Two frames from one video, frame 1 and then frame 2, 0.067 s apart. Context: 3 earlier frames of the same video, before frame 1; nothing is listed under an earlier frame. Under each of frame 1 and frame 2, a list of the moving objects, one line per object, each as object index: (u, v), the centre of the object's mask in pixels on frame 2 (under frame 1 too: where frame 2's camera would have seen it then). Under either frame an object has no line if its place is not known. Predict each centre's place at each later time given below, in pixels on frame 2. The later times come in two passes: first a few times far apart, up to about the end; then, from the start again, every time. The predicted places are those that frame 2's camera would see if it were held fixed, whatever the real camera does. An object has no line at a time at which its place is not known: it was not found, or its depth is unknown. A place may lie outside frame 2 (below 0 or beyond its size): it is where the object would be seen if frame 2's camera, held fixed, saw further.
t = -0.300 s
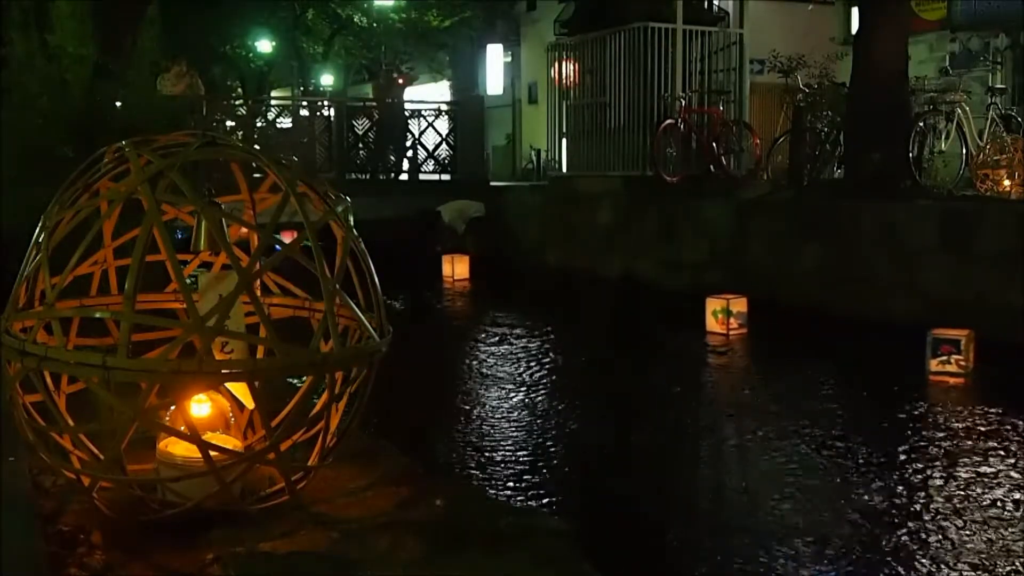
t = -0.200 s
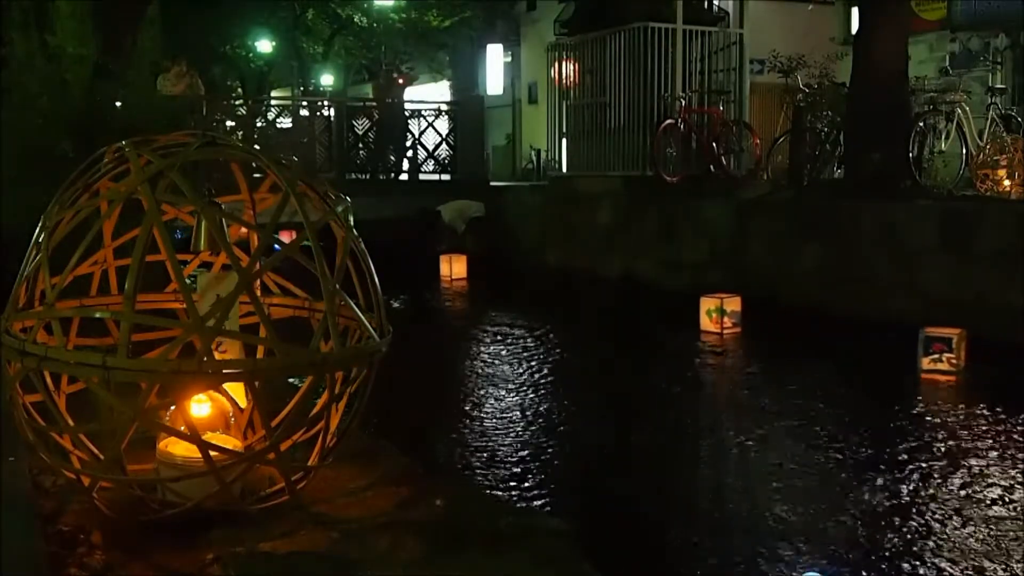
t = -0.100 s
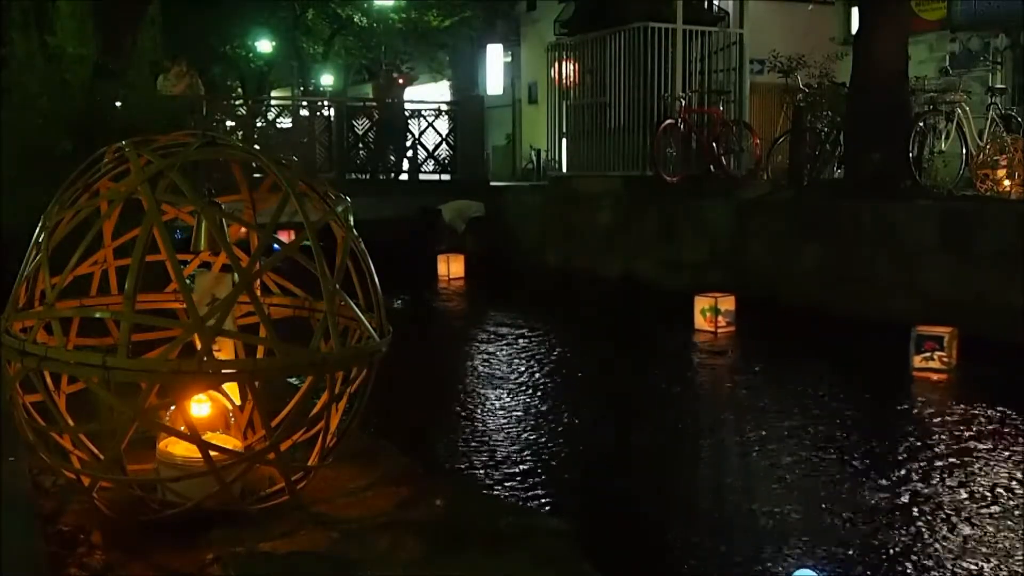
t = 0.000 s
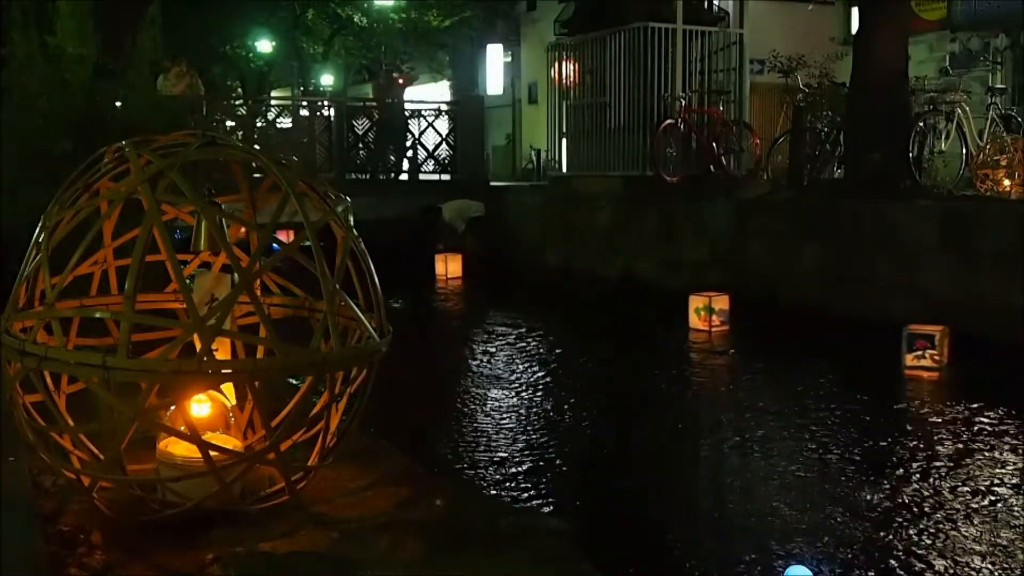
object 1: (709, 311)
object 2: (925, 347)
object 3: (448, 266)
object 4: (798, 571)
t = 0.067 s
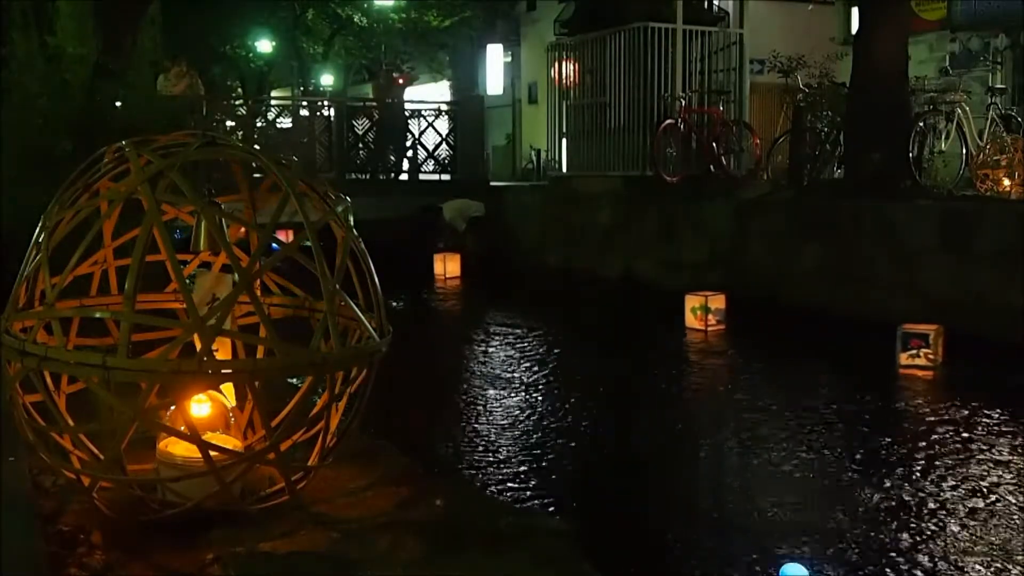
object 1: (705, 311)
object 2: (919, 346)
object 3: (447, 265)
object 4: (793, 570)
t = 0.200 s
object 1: (698, 309)
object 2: (909, 344)
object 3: (444, 265)
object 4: (784, 568)
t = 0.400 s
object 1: (687, 307)
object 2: (894, 341)
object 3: (439, 264)
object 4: (771, 564)
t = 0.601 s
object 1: (677, 306)
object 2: (880, 338)
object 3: (435, 263)
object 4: (759, 560)
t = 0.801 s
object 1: (666, 304)
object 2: (866, 335)
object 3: (430, 263)
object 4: (747, 556)
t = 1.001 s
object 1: (656, 302)
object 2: (852, 332)
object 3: (426, 262)
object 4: (736, 550)
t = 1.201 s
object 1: (646, 301)
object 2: (840, 330)
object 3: (422, 261)
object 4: (725, 544)
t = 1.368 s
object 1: (638, 300)
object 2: (829, 328)
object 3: (418, 261)
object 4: (715, 539)
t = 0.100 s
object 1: (703, 310)
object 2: (917, 346)
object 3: (446, 265)
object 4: (791, 569)
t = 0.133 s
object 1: (701, 310)
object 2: (914, 345)
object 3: (445, 265)
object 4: (789, 569)
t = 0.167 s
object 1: (700, 310)
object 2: (911, 344)
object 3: (445, 265)
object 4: (786, 568)
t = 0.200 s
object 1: (698, 309)
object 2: (909, 344)
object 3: (444, 265)
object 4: (784, 568)
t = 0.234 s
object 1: (696, 309)
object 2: (906, 343)
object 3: (443, 265)
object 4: (782, 567)
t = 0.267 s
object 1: (694, 309)
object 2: (904, 343)
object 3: (442, 265)
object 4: (780, 566)
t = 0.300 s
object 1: (692, 308)
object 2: (901, 343)
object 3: (442, 264)
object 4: (777, 566)
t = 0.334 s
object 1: (691, 308)
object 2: (899, 342)
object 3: (441, 264)
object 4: (775, 565)
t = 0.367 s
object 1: (689, 308)
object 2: (896, 342)
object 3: (440, 264)
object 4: (773, 564)
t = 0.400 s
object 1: (687, 307)
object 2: (894, 341)
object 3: (439, 264)
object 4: (771, 564)
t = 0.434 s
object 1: (685, 307)
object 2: (892, 341)
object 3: (439, 264)
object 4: (769, 563)
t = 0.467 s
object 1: (684, 307)
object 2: (889, 340)
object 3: (438, 264)
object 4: (767, 563)
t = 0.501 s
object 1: (682, 307)
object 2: (887, 340)
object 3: (437, 264)
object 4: (765, 562)
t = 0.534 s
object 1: (680, 306)
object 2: (884, 339)
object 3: (436, 264)
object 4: (763, 562)
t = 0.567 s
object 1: (678, 306)
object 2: (882, 339)
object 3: (435, 264)
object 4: (761, 561)
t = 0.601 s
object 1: (677, 306)
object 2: (880, 338)
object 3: (435, 263)
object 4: (759, 560)
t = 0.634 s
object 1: (675, 305)
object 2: (877, 337)
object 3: (434, 263)
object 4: (756, 560)
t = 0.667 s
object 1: (673, 305)
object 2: (875, 337)
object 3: (433, 263)
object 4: (755, 559)
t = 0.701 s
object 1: (672, 305)
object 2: (873, 337)
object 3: (432, 263)
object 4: (753, 558)
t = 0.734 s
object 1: (670, 305)
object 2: (870, 336)
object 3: (432, 263)
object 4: (751, 558)
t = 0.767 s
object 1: (668, 304)
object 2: (868, 336)
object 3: (431, 263)
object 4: (749, 557)
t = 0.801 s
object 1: (666, 304)
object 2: (866, 335)
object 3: (430, 263)
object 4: (747, 556)
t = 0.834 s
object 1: (665, 304)
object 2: (864, 334)
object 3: (430, 262)
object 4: (745, 554)
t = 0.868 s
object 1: (663, 304)
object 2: (861, 334)
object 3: (429, 262)
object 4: (744, 553)
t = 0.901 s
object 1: (661, 303)
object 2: (859, 334)
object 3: (428, 262)
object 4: (742, 553)
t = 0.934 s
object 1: (660, 303)
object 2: (857, 334)
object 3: (427, 262)
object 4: (740, 553)
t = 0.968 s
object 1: (658, 303)
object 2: (855, 333)
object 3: (427, 262)
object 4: (738, 552)
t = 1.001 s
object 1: (656, 302)
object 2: (852, 332)
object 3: (426, 262)
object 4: (736, 550)
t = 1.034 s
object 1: (655, 302)
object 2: (850, 332)
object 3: (425, 261)
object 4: (734, 550)
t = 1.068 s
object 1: (653, 302)
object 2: (848, 331)
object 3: (425, 261)
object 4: (732, 549)
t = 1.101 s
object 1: (651, 302)
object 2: (846, 331)
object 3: (424, 261)
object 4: (730, 546)
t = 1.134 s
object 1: (650, 301)
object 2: (844, 331)
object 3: (423, 261)
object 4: (729, 545)
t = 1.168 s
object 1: (648, 301)
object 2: (842, 330)
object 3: (423, 261)
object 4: (726, 545)
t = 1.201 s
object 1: (646, 301)
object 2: (840, 330)
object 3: (422, 261)
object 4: (725, 544)
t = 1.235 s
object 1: (645, 301)
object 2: (838, 330)
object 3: (421, 261)
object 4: (723, 542)
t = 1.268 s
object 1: (643, 300)
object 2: (836, 329)
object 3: (420, 261)
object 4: (721, 542)
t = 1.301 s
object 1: (641, 300)
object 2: (833, 329)
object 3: (420, 261)
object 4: (719, 539)
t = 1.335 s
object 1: (640, 300)
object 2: (831, 328)
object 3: (419, 260)
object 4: (717, 540)
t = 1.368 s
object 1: (638, 300)
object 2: (829, 328)
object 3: (418, 261)
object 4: (715, 539)
